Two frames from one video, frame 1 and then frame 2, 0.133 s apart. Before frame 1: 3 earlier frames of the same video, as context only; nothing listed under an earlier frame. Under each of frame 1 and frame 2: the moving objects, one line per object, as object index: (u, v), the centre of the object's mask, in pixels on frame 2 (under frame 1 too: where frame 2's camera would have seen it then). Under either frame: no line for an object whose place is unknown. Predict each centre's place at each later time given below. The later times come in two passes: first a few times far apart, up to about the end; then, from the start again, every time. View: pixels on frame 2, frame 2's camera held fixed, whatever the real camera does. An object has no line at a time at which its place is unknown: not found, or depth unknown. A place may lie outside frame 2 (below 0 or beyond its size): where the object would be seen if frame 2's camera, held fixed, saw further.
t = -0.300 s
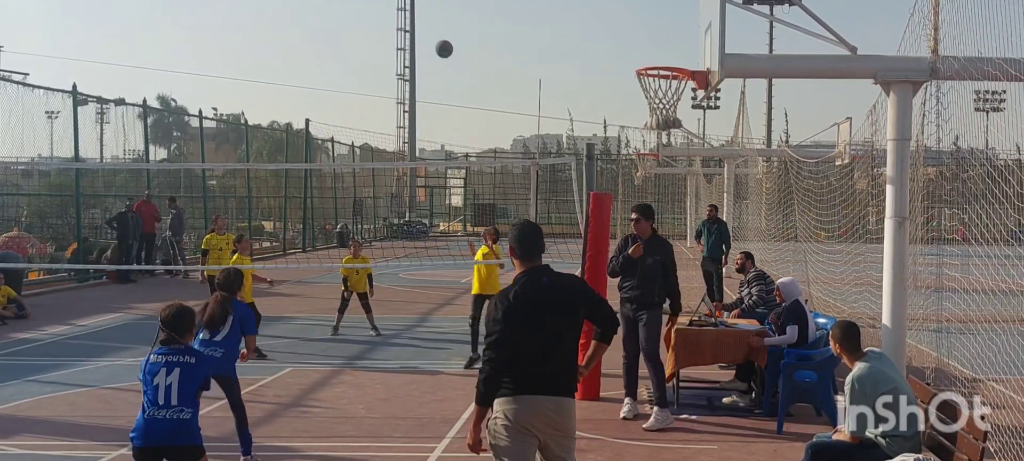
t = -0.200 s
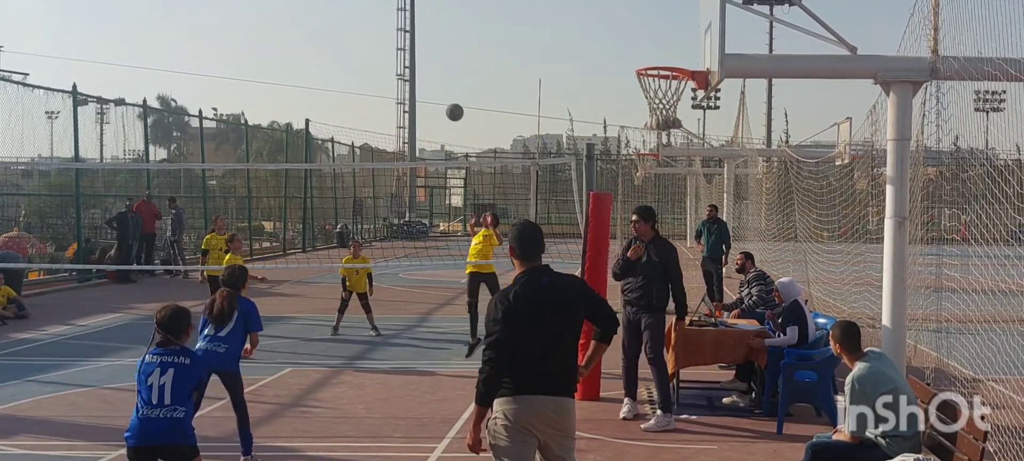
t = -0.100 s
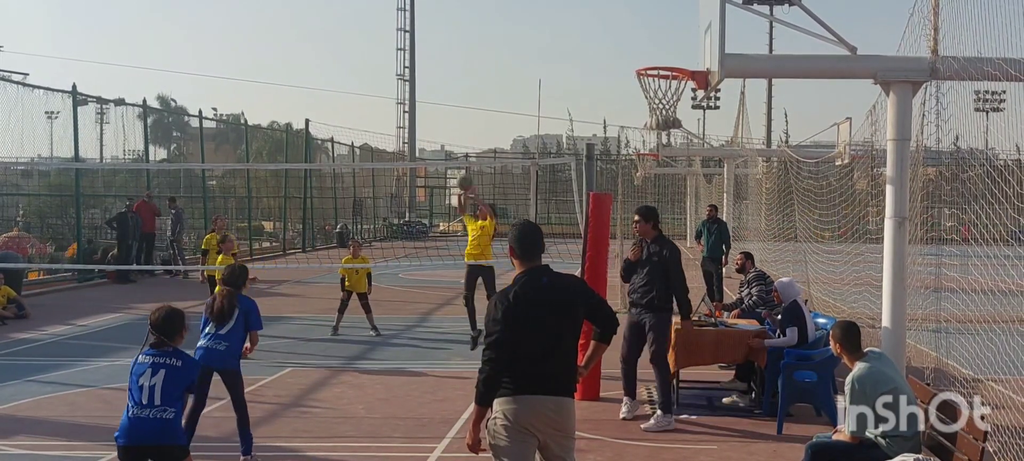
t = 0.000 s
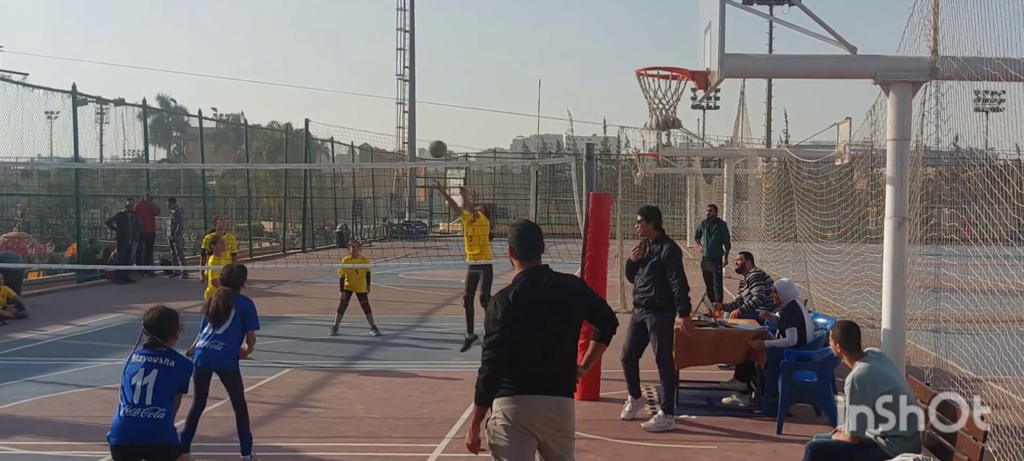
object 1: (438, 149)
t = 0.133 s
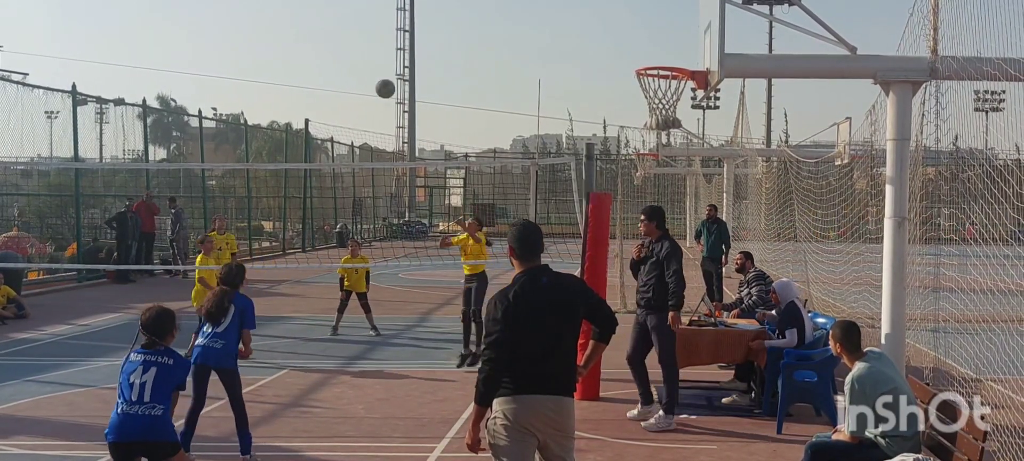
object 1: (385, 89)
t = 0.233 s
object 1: (343, 52)
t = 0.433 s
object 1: (250, 7)
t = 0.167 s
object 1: (371, 76)
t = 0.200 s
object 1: (357, 64)
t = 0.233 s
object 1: (343, 52)
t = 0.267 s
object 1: (328, 42)
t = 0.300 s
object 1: (313, 32)
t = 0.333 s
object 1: (298, 24)
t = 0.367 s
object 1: (282, 16)
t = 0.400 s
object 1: (266, 10)
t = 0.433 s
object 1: (250, 7)
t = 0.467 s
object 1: (234, 5)
